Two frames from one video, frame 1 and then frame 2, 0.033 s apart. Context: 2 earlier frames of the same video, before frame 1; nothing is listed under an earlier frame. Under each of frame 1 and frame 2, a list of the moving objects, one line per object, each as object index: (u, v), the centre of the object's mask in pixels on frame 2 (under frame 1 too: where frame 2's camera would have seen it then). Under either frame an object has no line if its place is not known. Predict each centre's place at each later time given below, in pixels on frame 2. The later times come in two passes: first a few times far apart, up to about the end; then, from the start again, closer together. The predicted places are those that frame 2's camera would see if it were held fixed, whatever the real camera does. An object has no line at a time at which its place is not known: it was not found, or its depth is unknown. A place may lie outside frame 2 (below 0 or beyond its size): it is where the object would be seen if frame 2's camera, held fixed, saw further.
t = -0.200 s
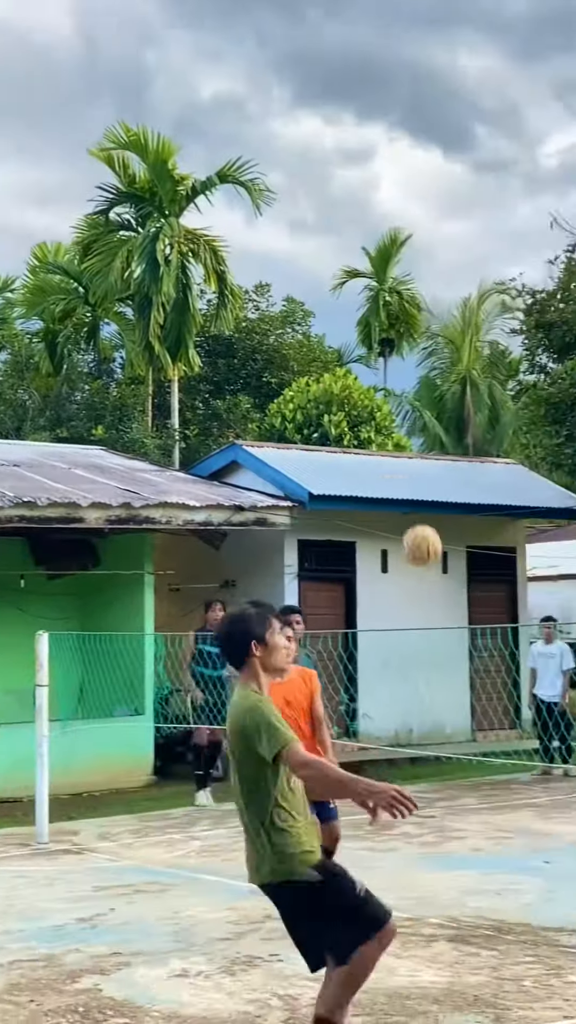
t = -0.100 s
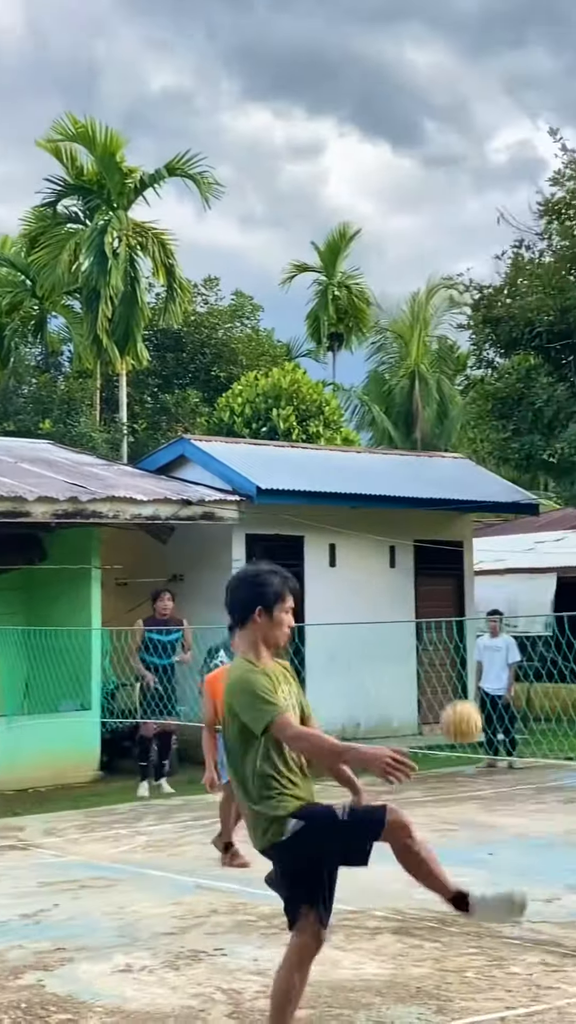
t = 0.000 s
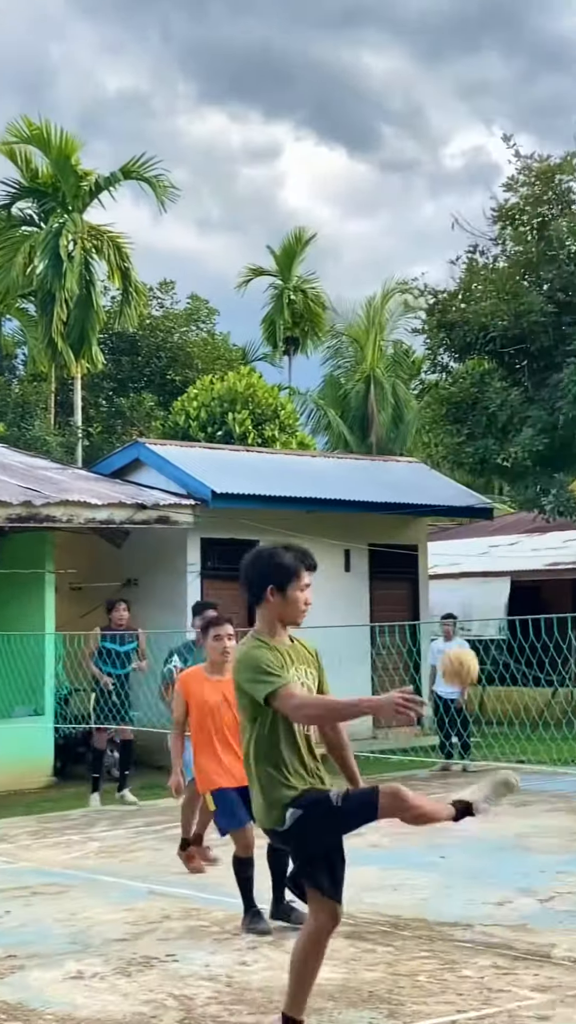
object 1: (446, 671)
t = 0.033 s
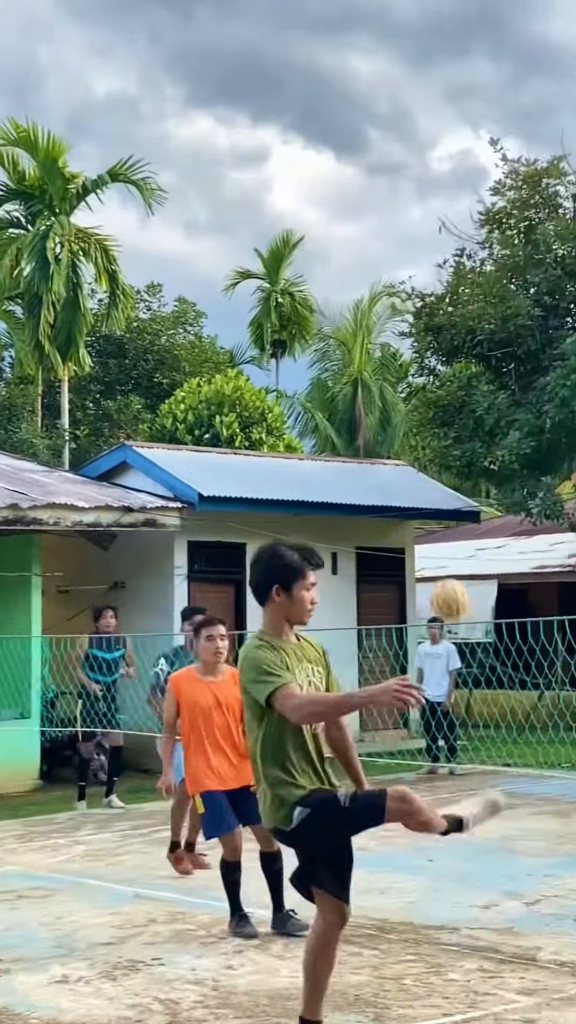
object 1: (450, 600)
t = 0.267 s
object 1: (479, 248)
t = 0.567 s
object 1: (522, 52)
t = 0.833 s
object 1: (561, 77)
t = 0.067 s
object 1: (453, 535)
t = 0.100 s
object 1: (458, 477)
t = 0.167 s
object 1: (466, 373)
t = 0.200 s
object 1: (469, 328)
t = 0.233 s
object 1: (474, 287)
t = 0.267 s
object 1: (479, 248)
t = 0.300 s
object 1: (484, 213)
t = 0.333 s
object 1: (488, 182)
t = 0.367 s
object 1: (492, 155)
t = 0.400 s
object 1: (496, 131)
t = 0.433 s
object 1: (500, 109)
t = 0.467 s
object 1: (507, 89)
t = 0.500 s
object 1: (511, 74)
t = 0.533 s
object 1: (516, 62)
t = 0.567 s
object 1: (522, 52)
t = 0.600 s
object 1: (526, 46)
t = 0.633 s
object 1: (532, 41)
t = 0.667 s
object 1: (535, 42)
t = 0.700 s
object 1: (541, 43)
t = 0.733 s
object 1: (546, 48)
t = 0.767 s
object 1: (551, 55)
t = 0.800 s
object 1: (555, 65)
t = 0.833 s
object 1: (561, 77)
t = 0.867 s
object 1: (563, 93)
